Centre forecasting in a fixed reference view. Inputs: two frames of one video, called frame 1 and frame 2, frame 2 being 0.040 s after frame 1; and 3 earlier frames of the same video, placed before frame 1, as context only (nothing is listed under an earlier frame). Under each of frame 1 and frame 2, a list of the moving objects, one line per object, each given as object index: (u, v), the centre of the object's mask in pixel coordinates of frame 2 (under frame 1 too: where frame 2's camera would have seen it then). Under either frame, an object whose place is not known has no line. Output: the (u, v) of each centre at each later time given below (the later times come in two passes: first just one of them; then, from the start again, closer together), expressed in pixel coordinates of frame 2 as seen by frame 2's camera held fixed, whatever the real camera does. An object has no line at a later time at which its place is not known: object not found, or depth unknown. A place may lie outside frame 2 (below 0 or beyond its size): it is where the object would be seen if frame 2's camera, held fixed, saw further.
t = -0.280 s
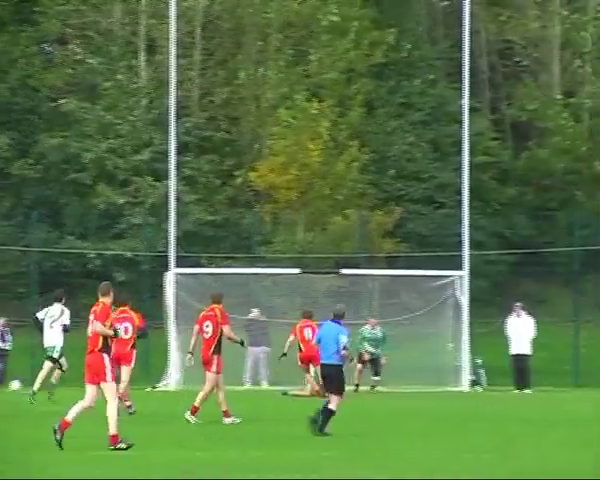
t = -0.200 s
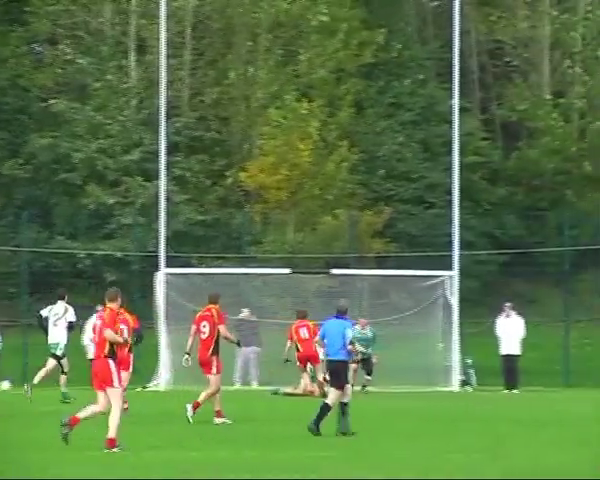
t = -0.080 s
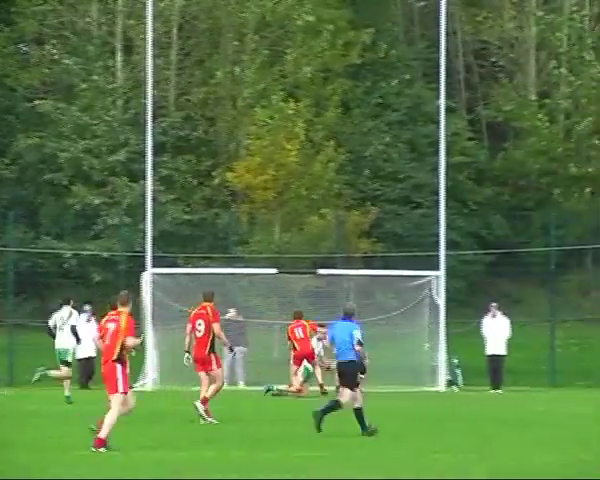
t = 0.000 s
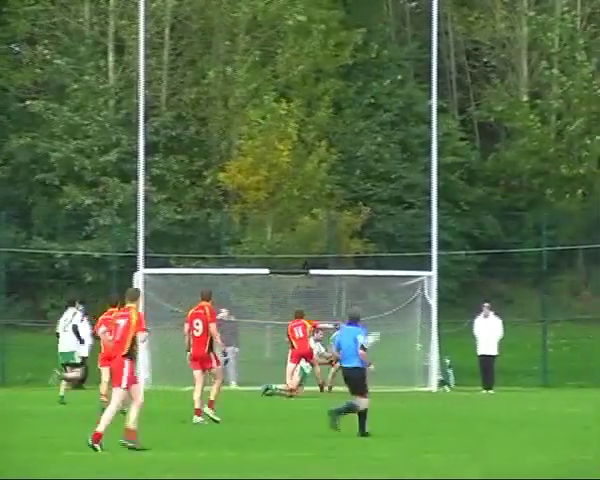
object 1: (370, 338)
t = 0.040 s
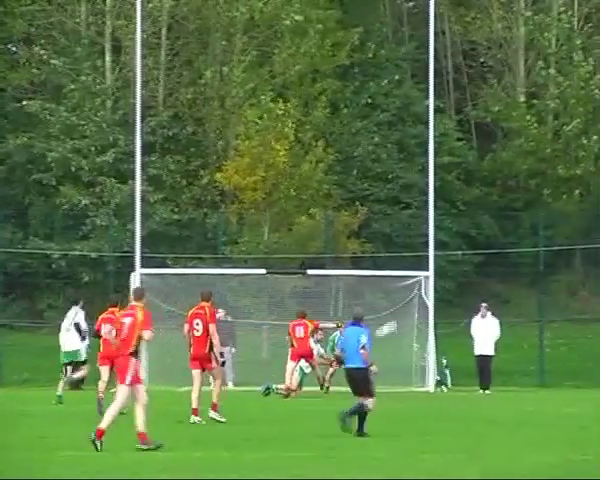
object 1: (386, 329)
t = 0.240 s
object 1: (479, 290)
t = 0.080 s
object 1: (405, 319)
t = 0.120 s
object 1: (420, 312)
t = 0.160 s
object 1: (443, 303)
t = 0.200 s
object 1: (460, 296)
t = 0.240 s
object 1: (479, 290)
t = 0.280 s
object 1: (498, 285)
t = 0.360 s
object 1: (533, 279)
